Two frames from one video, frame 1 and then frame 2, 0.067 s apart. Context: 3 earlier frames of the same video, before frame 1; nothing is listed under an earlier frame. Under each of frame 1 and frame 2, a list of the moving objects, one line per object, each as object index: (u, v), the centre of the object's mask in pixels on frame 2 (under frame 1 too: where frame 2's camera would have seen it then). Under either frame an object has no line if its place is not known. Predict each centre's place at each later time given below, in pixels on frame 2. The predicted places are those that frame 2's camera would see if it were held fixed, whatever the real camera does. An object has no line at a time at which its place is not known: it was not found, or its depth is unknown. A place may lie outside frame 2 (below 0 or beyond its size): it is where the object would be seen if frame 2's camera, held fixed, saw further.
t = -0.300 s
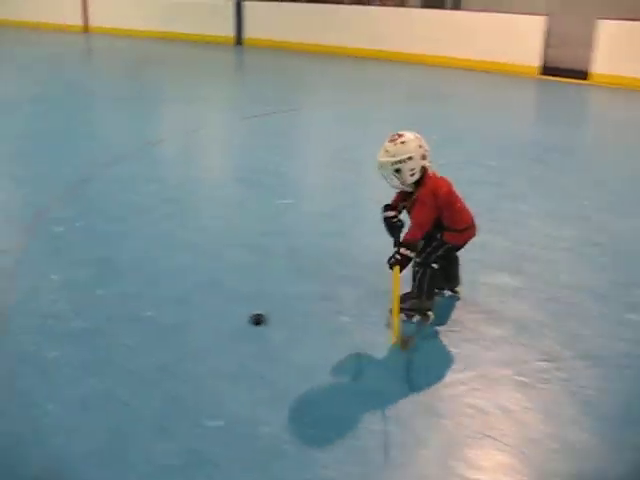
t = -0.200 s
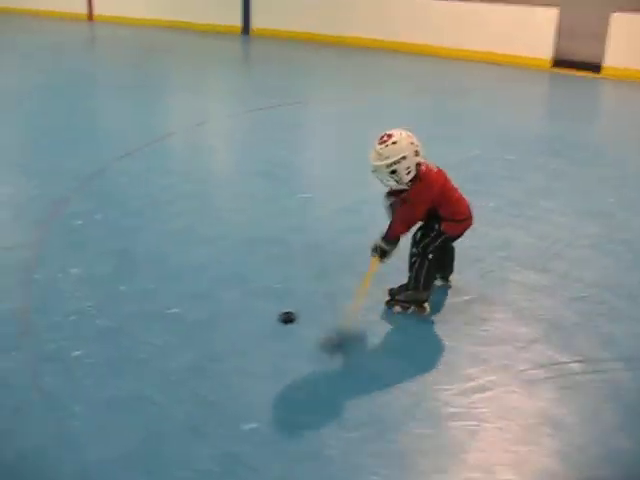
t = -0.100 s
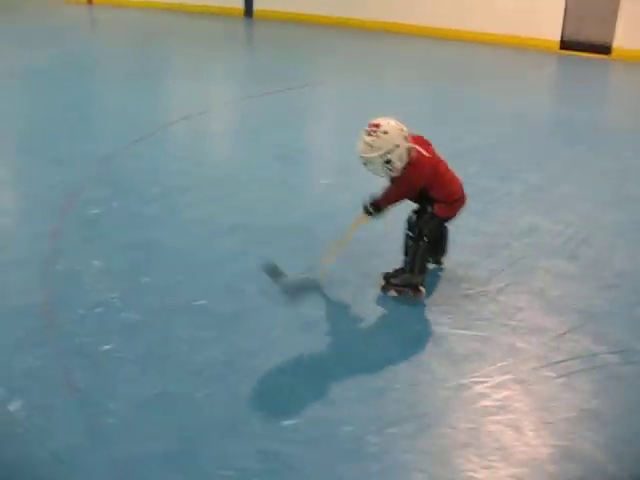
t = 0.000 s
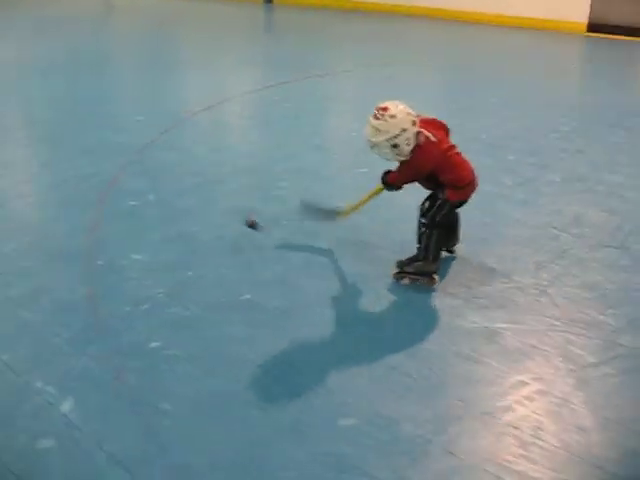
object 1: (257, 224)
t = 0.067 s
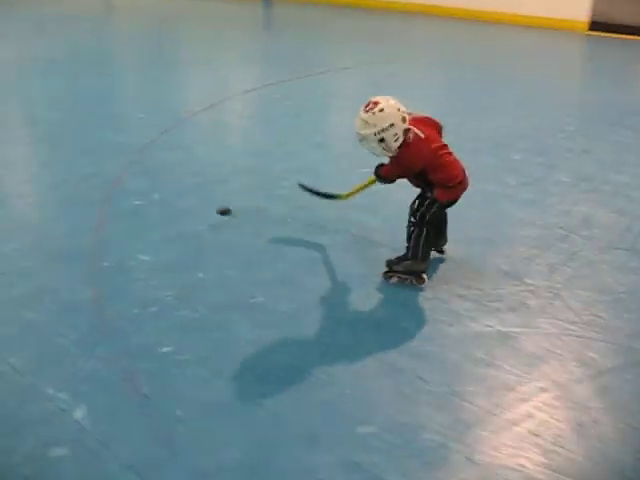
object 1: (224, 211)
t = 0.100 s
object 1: (209, 209)
